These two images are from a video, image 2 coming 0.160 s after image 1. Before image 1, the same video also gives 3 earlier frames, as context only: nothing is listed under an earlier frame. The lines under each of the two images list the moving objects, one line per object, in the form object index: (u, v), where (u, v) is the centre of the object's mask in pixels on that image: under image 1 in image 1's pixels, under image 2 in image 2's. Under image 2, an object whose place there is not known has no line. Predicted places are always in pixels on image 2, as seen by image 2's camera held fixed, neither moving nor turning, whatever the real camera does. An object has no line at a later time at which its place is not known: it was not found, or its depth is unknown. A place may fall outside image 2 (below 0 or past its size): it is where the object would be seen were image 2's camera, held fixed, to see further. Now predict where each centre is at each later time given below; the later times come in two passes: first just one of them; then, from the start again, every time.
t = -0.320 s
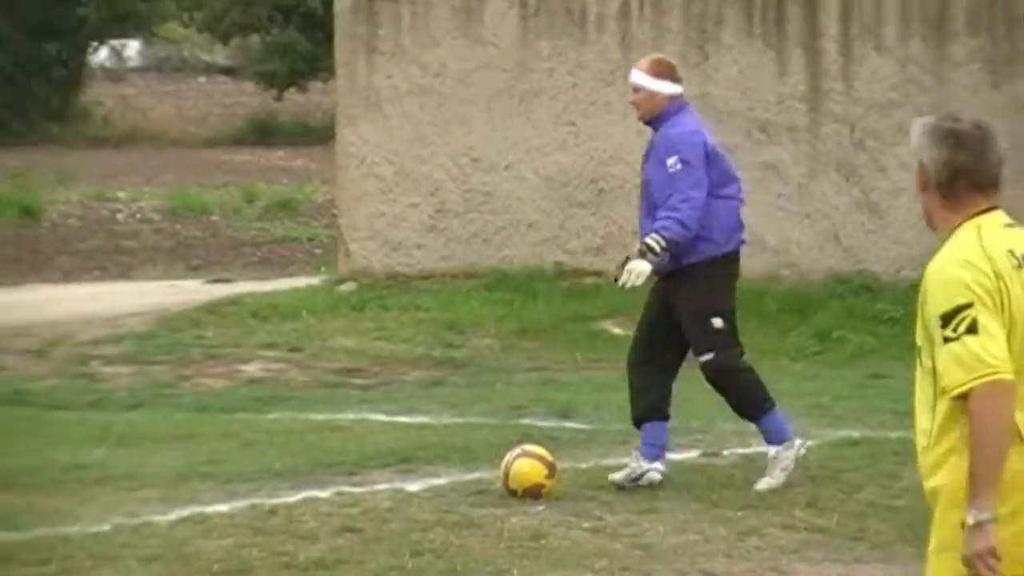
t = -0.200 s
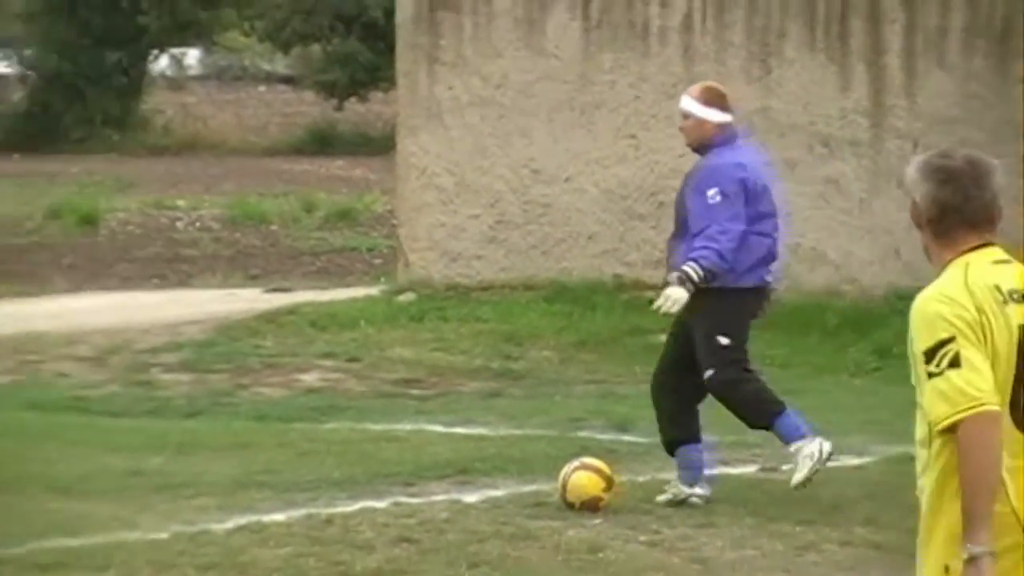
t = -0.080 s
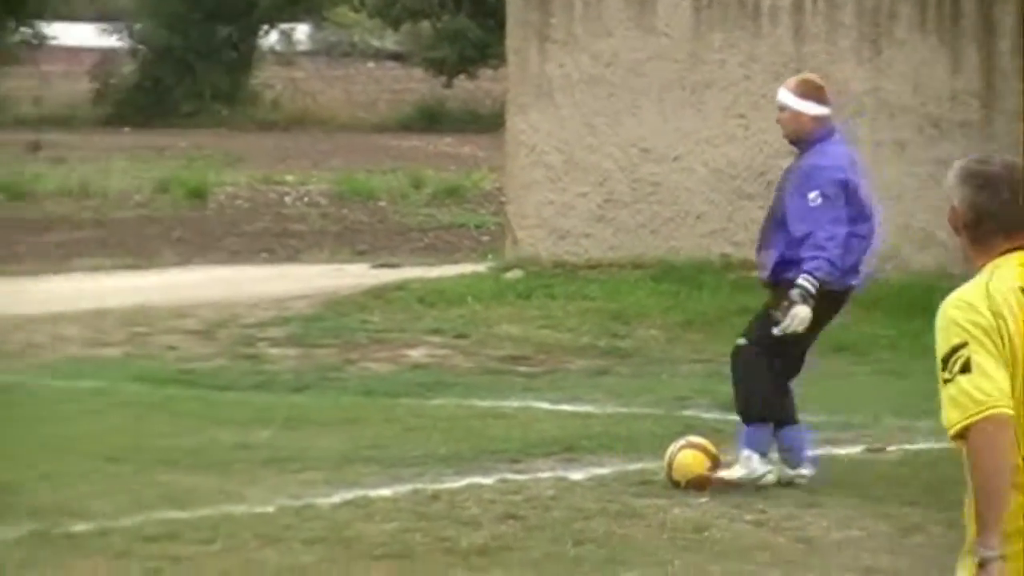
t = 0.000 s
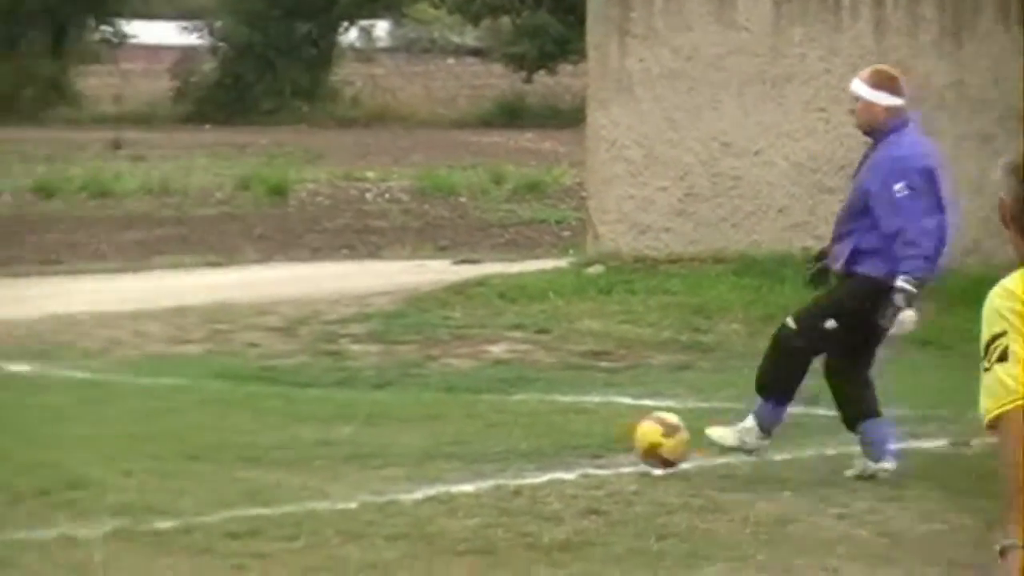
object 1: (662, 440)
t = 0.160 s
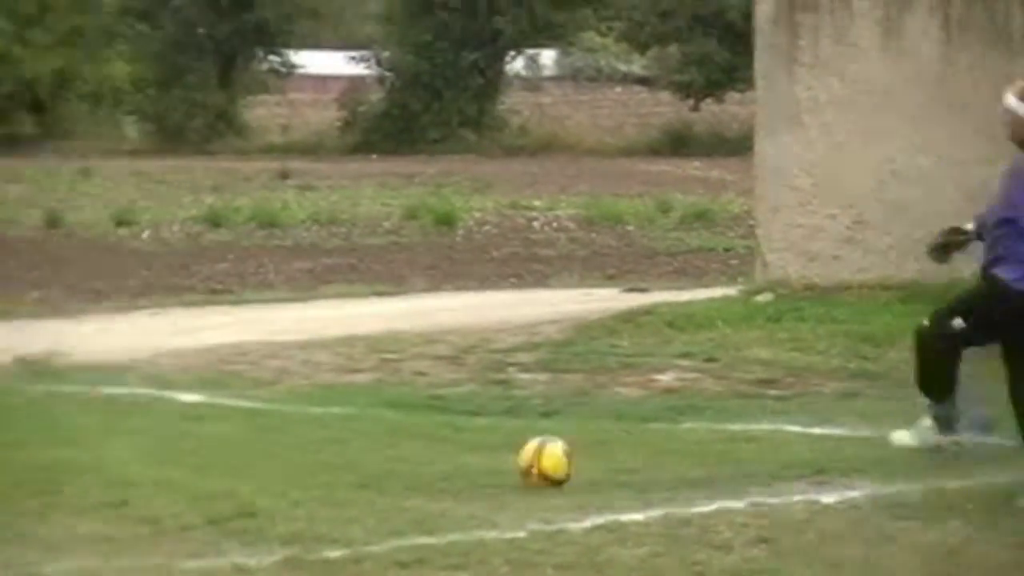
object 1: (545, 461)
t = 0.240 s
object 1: (428, 446)
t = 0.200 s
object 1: (487, 456)
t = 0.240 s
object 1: (428, 446)
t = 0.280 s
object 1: (373, 442)
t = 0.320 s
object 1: (319, 443)
